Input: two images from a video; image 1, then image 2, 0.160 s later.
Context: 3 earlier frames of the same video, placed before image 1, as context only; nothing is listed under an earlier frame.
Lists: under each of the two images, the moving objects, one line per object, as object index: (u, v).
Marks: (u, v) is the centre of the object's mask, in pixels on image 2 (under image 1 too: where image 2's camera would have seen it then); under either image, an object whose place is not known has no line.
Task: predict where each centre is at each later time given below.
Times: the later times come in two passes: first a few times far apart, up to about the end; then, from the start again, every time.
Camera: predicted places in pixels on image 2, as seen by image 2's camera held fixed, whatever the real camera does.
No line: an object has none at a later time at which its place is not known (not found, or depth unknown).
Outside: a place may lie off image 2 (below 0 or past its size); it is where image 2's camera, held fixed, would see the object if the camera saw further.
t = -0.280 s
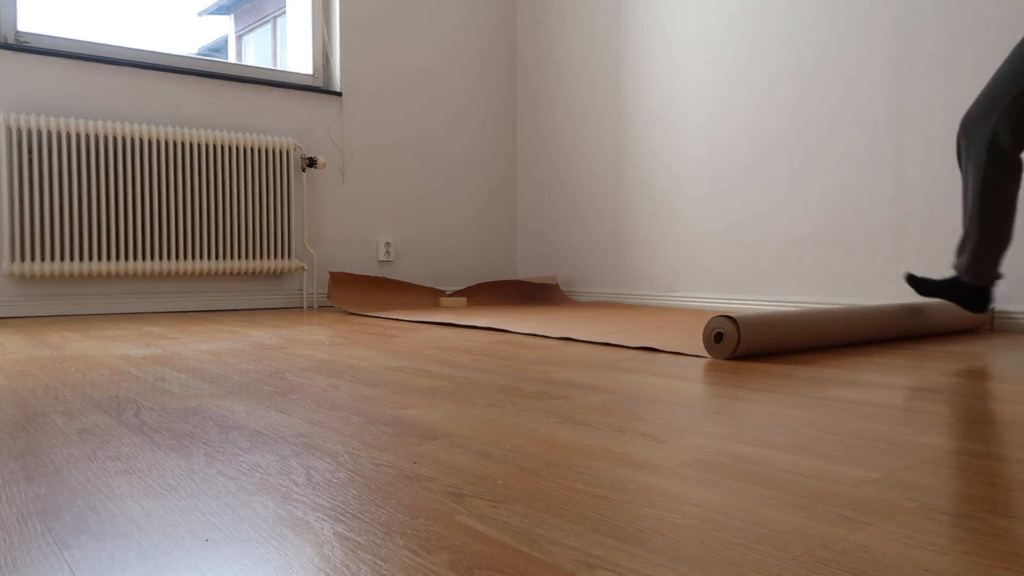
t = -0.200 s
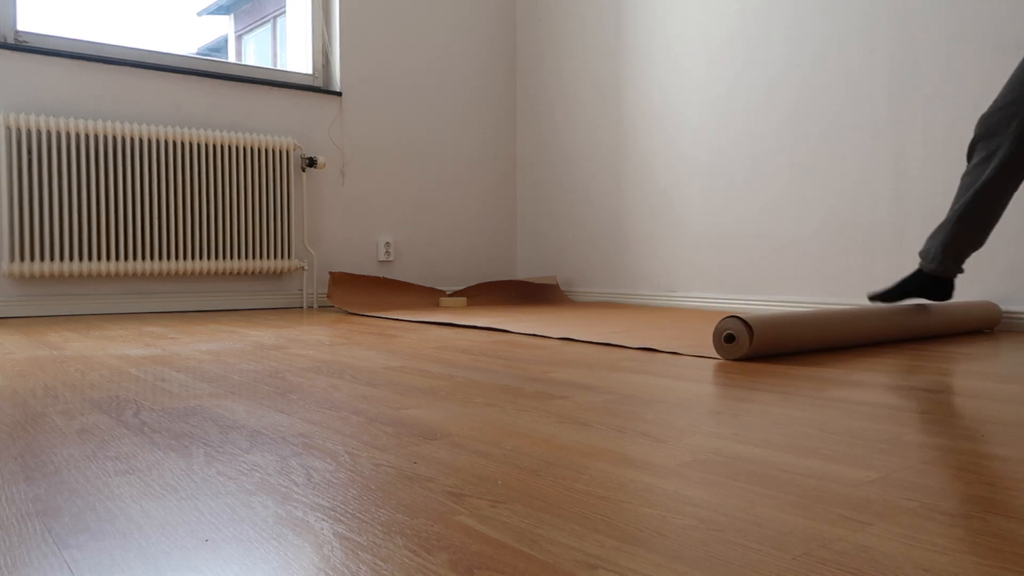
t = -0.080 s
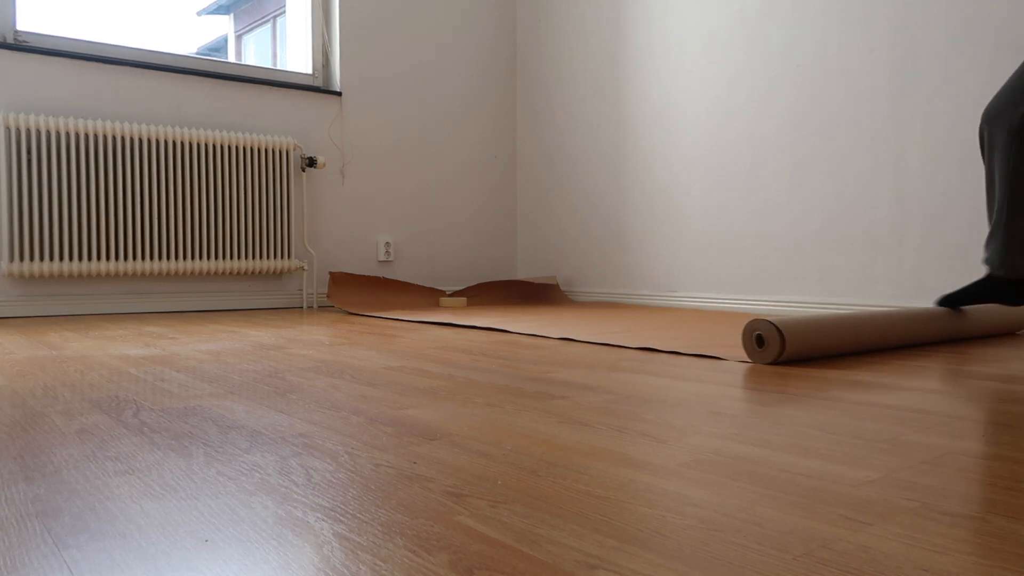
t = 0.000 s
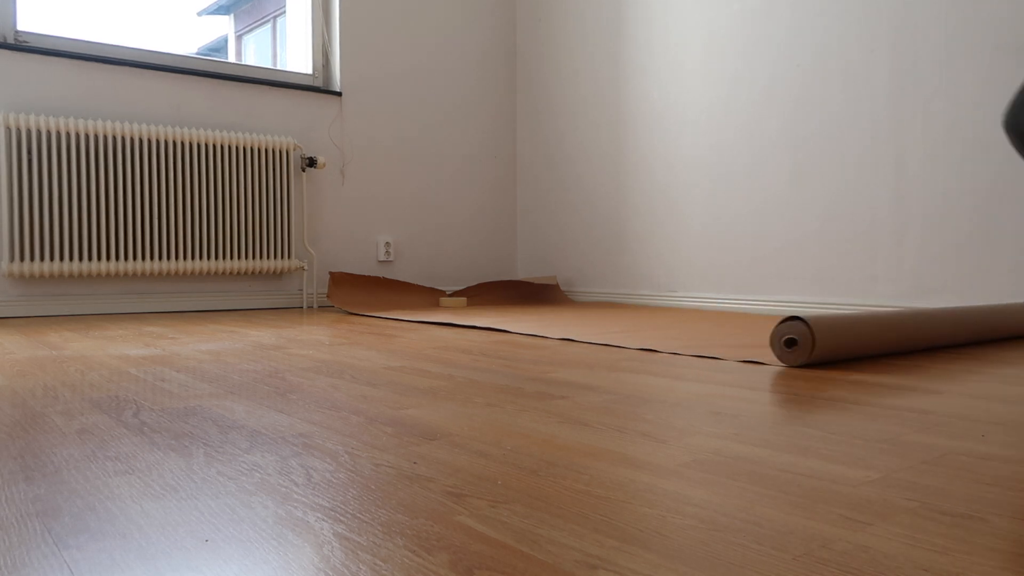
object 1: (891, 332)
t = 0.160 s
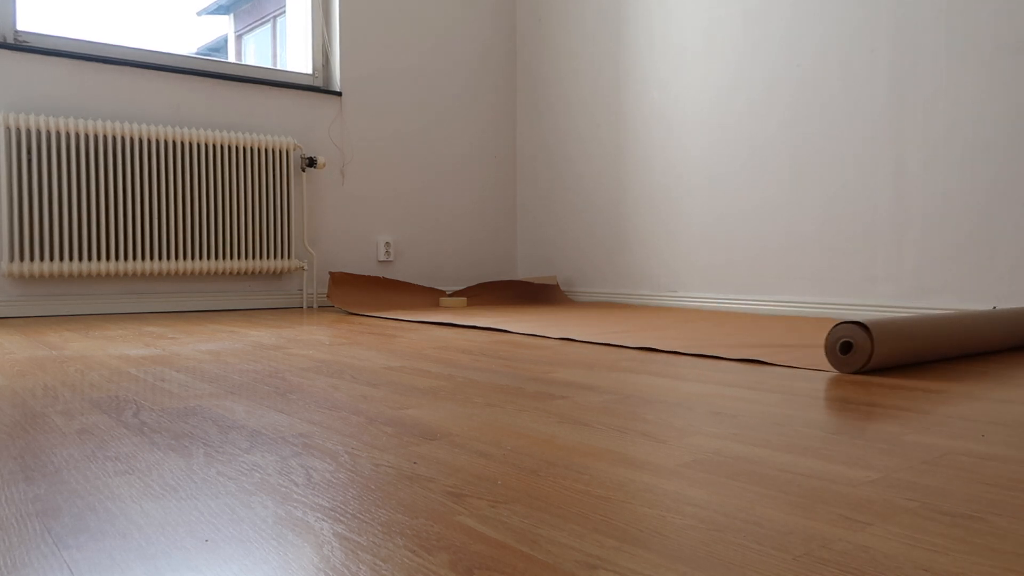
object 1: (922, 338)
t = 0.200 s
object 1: (928, 339)
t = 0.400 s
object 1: (953, 346)
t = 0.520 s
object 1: (964, 347)
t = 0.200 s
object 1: (928, 339)
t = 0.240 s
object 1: (935, 342)
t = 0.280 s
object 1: (941, 343)
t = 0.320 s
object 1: (946, 344)
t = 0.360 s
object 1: (949, 345)
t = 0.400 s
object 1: (953, 346)
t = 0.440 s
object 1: (957, 346)
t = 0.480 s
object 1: (961, 347)
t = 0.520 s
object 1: (964, 347)
